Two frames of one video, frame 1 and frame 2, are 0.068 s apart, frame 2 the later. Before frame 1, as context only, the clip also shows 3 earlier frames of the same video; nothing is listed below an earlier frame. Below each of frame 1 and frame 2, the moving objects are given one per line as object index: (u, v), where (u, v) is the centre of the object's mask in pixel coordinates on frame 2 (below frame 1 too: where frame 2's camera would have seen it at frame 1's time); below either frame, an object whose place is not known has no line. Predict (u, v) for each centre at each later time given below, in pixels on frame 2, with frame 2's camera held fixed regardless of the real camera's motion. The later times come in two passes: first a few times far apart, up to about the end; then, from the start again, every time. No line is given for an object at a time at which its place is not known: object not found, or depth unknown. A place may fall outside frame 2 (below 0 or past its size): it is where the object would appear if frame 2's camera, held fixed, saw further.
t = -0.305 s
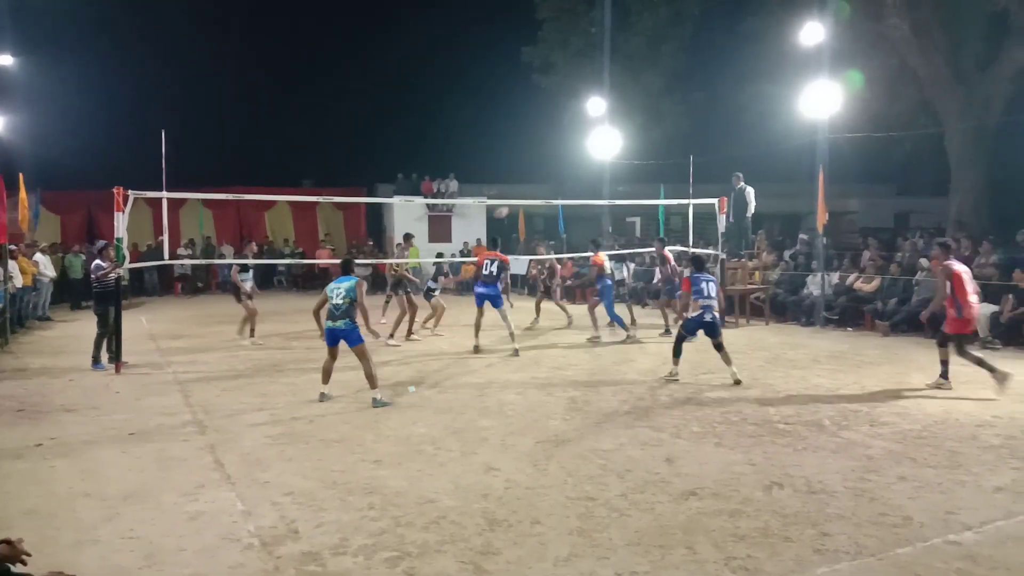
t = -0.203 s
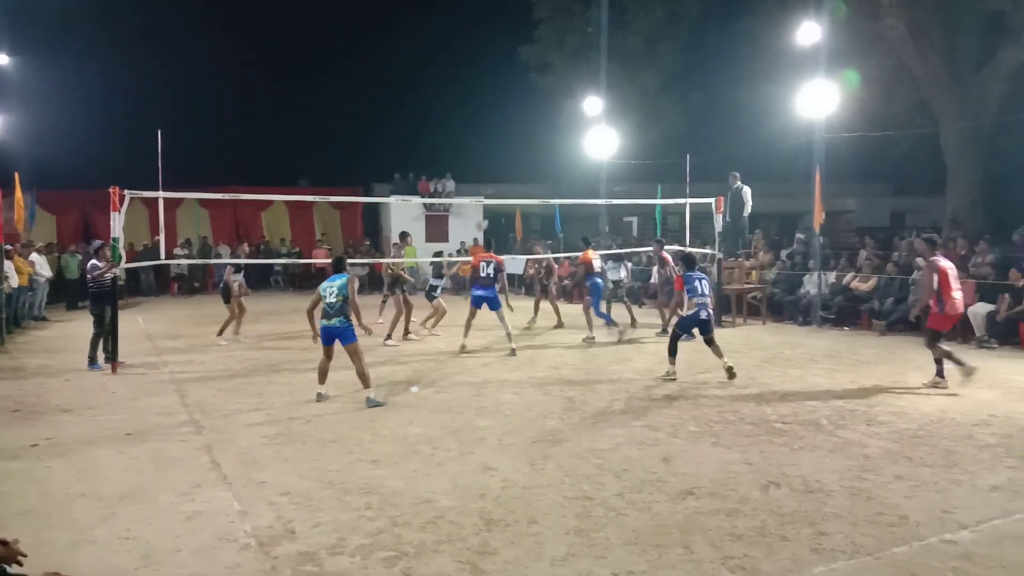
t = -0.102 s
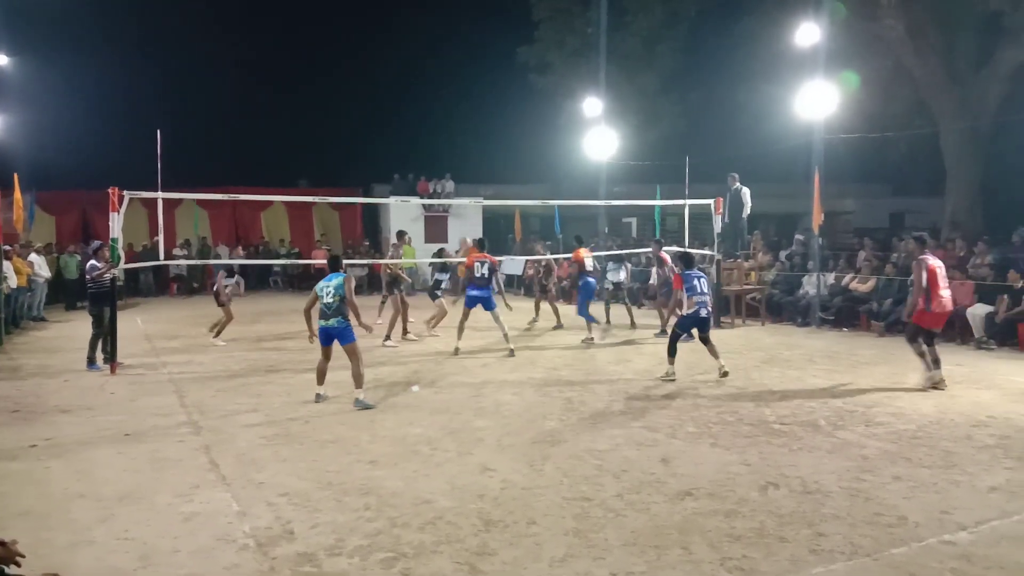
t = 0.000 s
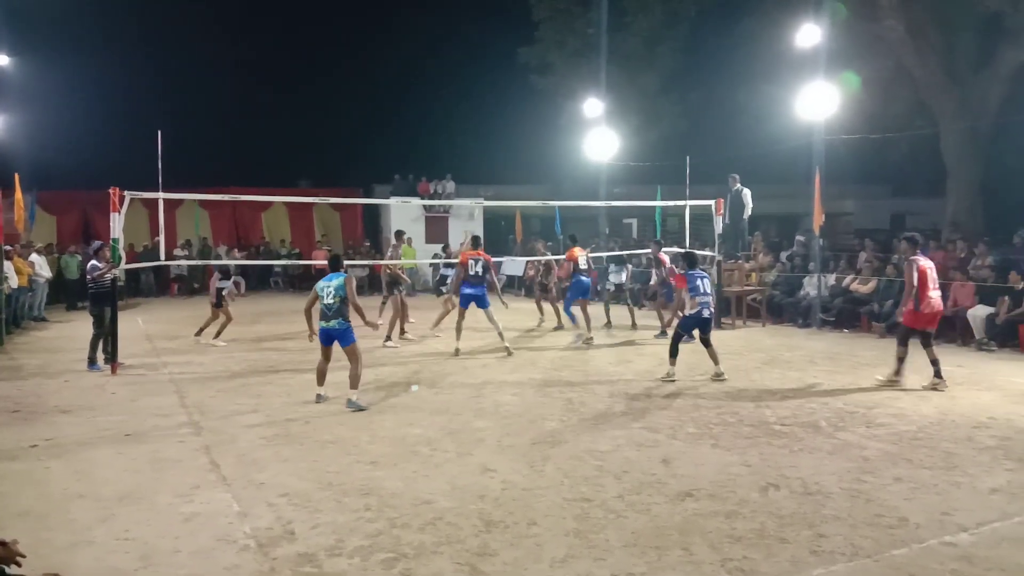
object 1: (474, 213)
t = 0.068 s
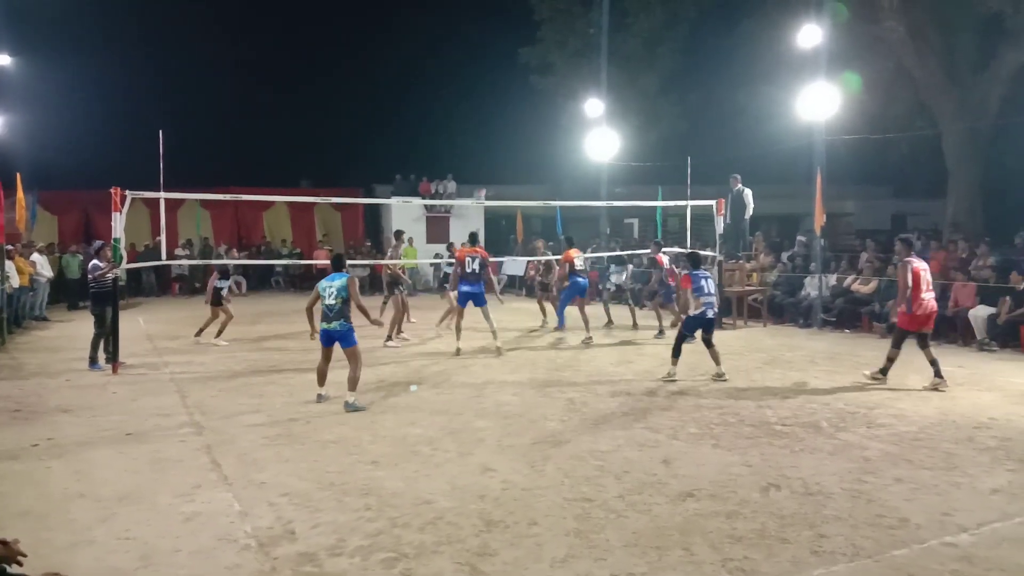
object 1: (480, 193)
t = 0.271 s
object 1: (496, 155)
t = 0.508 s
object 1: (516, 136)
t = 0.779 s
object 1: (538, 149)
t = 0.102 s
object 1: (482, 186)
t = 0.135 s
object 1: (485, 179)
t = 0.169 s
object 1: (488, 172)
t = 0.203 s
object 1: (491, 166)
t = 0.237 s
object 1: (493, 160)
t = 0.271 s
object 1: (496, 155)
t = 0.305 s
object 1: (499, 151)
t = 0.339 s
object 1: (502, 147)
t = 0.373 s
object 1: (505, 143)
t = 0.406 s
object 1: (508, 141)
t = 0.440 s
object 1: (511, 138)
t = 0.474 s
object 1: (513, 137)
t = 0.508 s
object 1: (516, 136)
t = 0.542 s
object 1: (519, 136)
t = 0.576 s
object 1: (522, 136)
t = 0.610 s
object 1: (524, 137)
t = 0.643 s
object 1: (527, 138)
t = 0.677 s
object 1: (530, 140)
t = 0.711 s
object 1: (533, 143)
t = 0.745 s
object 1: (536, 146)
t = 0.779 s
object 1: (538, 149)
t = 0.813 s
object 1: (541, 153)
